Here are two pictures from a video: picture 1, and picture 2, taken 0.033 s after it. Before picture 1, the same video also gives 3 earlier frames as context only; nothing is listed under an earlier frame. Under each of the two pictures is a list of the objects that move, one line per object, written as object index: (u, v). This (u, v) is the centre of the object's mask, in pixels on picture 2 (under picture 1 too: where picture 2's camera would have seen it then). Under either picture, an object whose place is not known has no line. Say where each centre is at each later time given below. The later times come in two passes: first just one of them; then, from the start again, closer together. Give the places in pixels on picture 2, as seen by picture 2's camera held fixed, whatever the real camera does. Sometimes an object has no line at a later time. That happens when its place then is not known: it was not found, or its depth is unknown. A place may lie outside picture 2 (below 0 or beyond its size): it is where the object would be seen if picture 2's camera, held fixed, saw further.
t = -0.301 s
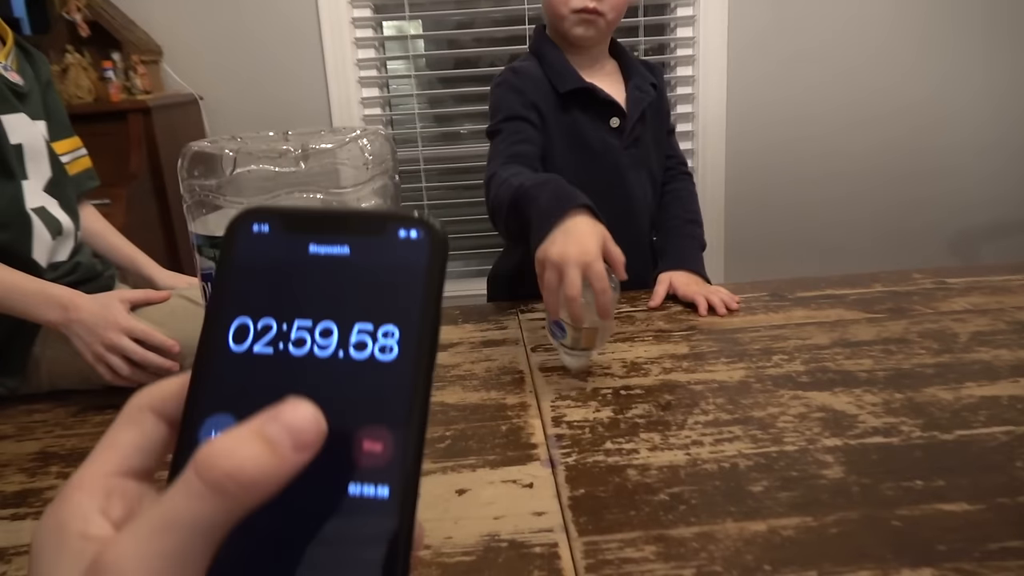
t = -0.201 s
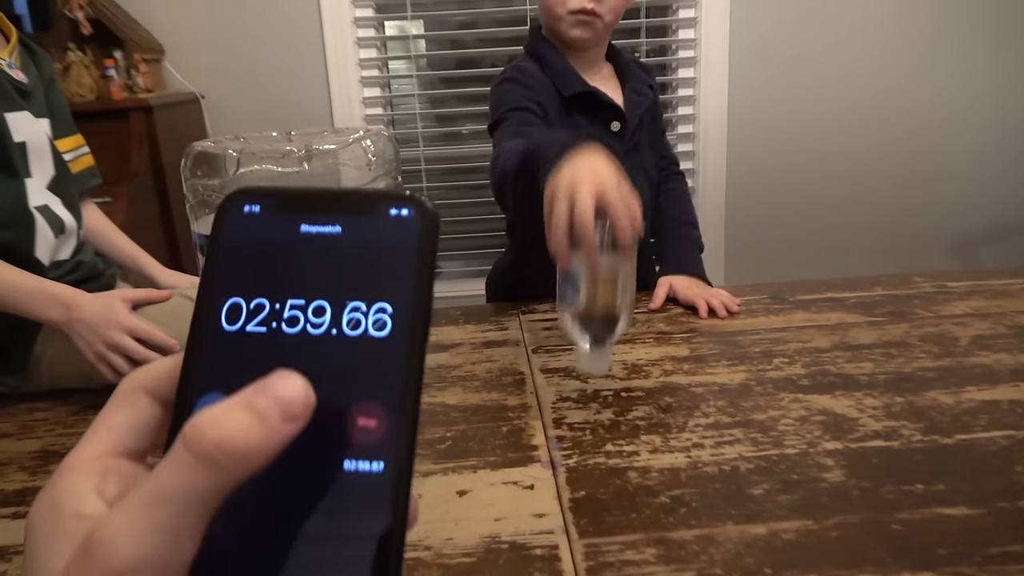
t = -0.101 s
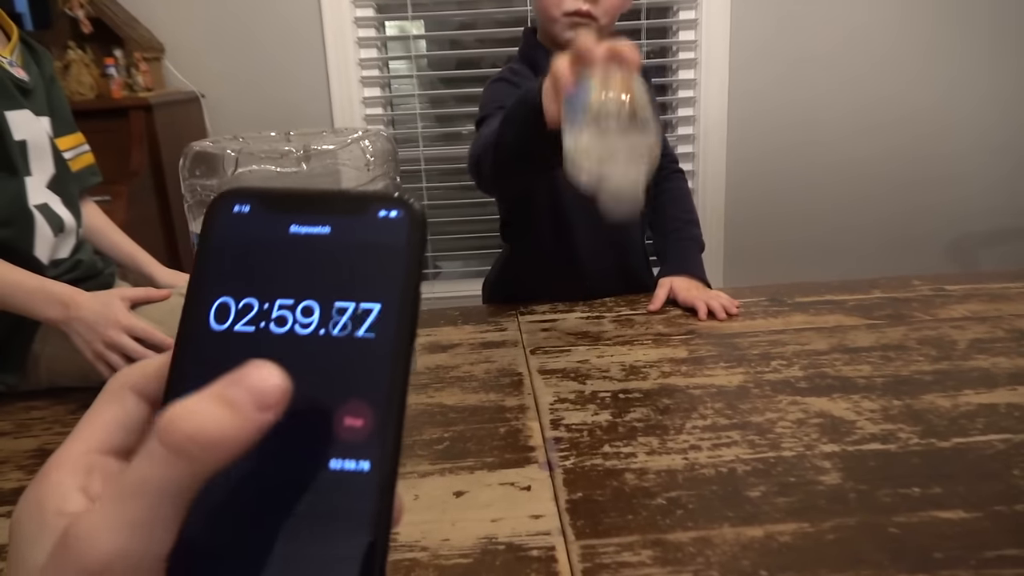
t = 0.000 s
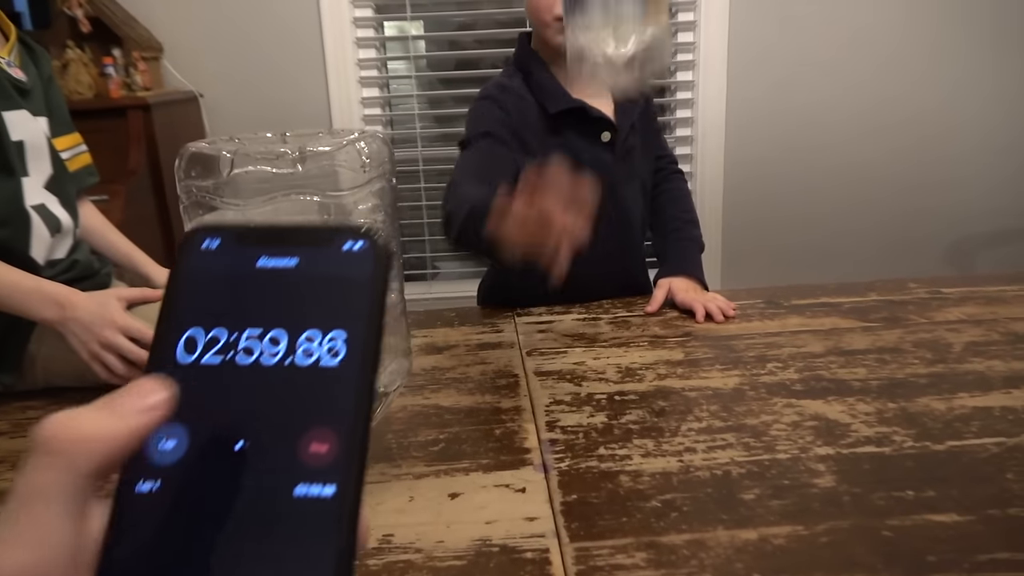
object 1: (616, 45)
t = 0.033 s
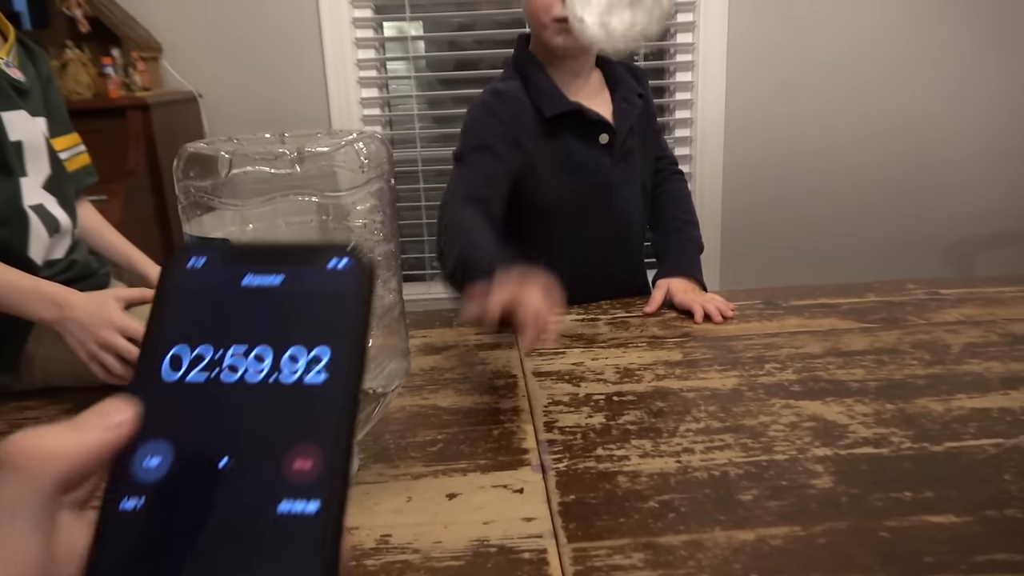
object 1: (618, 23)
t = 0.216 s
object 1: (621, 141)
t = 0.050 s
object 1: (618, 15)
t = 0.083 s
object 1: (621, 5)
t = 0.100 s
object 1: (618, 5)
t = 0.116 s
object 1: (611, 10)
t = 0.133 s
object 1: (609, 25)
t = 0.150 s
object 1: (613, 36)
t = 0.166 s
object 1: (617, 56)
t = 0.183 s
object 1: (619, 74)
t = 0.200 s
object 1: (622, 98)
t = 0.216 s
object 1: (621, 141)
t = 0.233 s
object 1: (621, 185)
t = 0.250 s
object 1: (623, 225)
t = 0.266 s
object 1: (623, 276)
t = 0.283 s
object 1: (624, 331)
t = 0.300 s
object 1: (623, 375)
